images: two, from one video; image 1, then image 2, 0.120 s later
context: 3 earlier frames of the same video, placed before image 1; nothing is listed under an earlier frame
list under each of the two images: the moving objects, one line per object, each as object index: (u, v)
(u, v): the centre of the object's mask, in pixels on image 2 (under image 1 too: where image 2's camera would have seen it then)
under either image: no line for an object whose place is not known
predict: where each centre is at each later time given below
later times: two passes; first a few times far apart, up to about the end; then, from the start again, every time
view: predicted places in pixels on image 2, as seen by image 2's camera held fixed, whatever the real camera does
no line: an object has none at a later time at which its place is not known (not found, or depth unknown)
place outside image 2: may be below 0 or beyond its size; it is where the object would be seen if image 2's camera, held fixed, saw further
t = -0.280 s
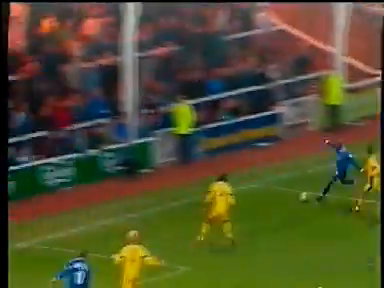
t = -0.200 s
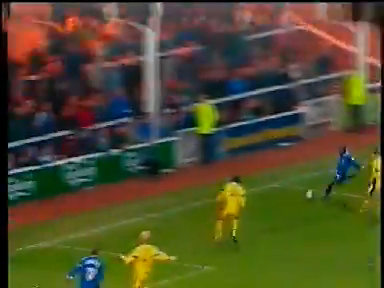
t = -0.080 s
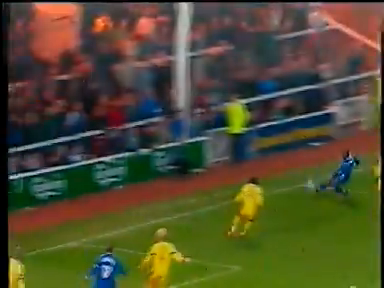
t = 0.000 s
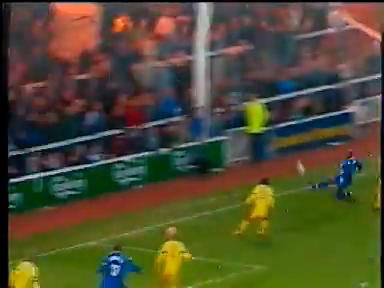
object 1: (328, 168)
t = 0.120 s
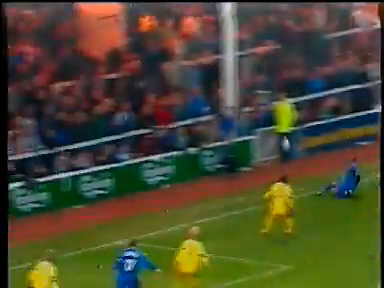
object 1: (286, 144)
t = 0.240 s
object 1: (244, 123)
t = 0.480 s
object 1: (165, 95)
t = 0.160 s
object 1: (272, 136)
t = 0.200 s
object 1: (257, 130)
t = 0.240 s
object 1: (244, 123)
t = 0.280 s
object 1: (230, 117)
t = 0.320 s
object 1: (216, 111)
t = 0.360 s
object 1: (204, 107)
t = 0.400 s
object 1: (191, 103)
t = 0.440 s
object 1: (177, 98)
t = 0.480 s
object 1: (165, 95)
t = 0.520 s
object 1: (152, 93)
